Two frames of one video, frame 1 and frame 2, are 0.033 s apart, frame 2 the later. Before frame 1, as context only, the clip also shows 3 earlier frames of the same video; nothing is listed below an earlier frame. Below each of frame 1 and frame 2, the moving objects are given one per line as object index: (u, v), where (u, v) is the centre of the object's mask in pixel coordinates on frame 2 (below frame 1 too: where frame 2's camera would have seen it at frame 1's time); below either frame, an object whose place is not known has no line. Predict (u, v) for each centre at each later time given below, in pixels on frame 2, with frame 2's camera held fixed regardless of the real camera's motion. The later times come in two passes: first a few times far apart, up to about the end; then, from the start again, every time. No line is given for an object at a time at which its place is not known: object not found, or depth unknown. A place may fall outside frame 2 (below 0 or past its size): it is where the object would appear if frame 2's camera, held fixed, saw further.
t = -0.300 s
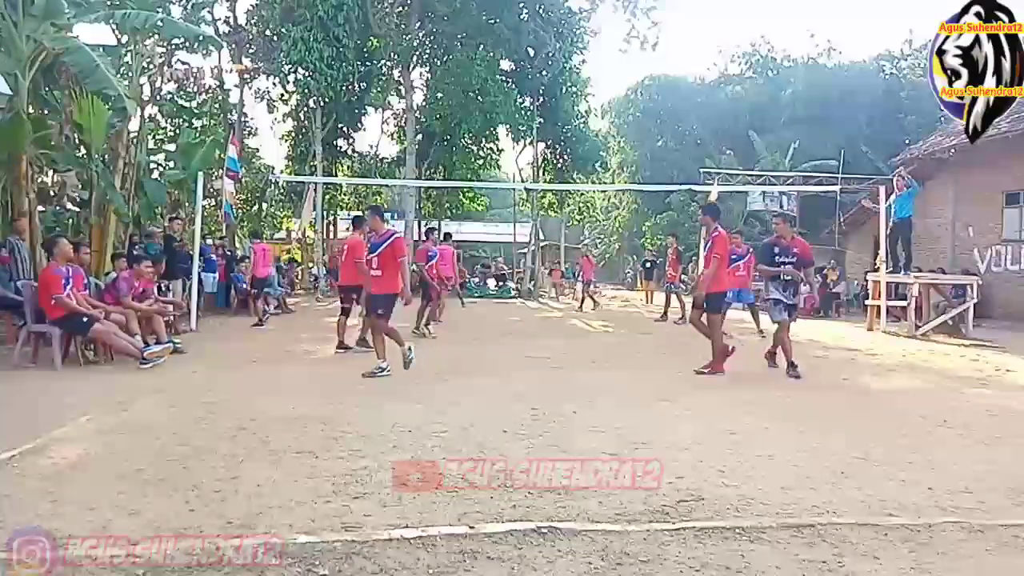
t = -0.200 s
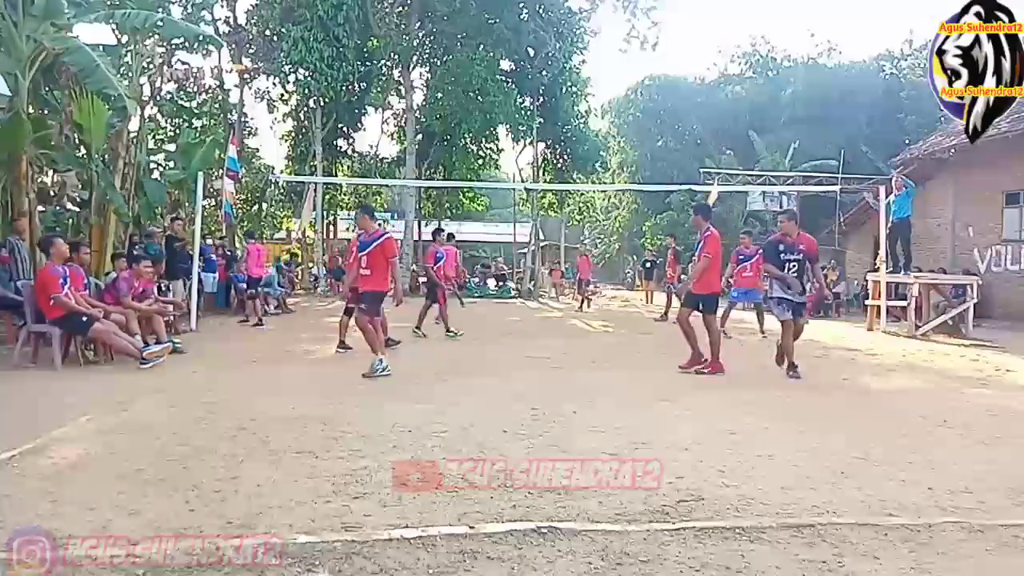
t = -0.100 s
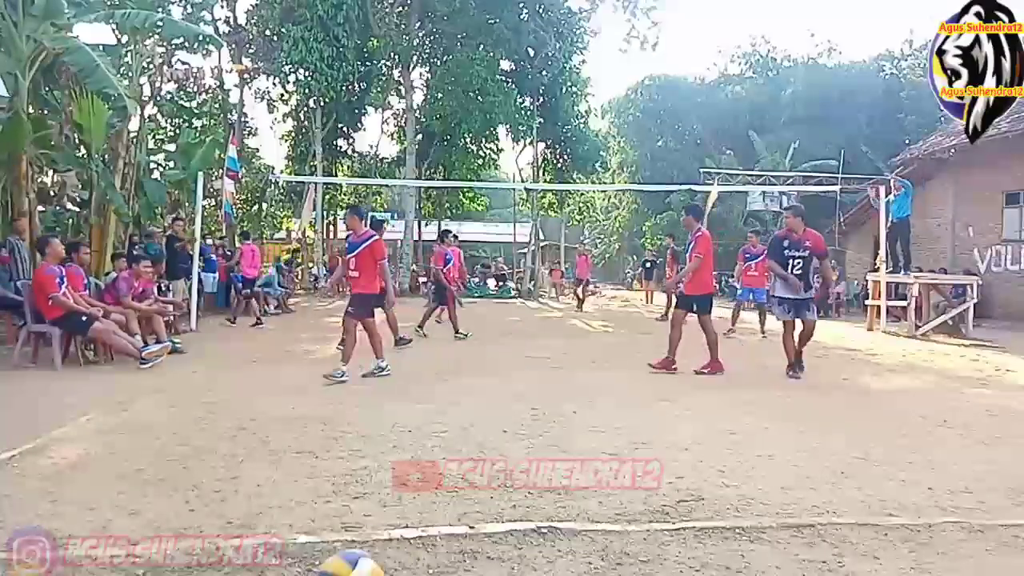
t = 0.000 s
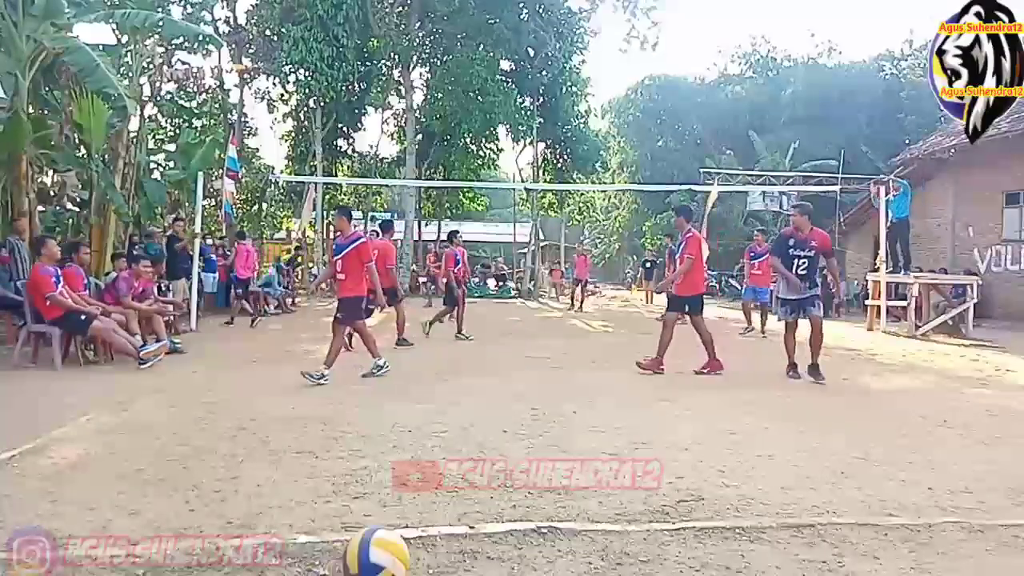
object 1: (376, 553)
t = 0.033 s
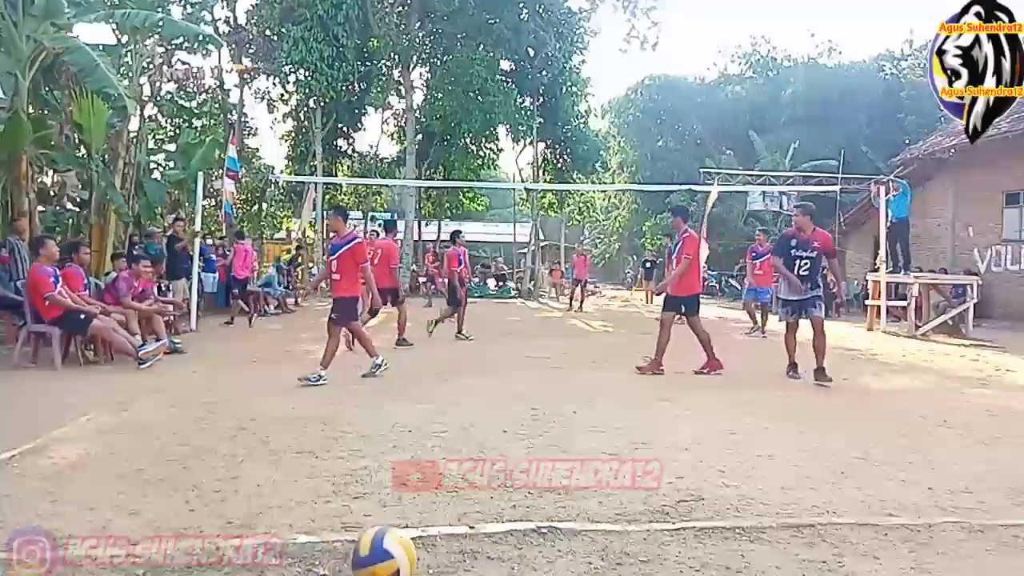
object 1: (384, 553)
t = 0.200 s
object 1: (419, 539)
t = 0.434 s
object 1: (457, 510)
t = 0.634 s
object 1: (486, 498)
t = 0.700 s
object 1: (494, 495)
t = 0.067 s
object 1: (391, 554)
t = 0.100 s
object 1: (400, 555)
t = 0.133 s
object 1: (405, 550)
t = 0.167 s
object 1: (412, 544)
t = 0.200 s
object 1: (419, 539)
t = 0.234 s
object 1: (424, 539)
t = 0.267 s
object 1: (431, 535)
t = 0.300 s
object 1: (436, 530)
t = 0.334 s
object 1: (441, 526)
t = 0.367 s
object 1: (447, 522)
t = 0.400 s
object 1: (452, 515)
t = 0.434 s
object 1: (457, 510)
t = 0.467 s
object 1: (462, 503)
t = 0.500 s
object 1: (467, 500)
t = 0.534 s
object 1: (471, 499)
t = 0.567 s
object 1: (475, 498)
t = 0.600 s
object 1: (480, 498)
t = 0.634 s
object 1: (486, 498)
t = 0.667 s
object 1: (490, 498)
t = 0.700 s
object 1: (494, 495)
